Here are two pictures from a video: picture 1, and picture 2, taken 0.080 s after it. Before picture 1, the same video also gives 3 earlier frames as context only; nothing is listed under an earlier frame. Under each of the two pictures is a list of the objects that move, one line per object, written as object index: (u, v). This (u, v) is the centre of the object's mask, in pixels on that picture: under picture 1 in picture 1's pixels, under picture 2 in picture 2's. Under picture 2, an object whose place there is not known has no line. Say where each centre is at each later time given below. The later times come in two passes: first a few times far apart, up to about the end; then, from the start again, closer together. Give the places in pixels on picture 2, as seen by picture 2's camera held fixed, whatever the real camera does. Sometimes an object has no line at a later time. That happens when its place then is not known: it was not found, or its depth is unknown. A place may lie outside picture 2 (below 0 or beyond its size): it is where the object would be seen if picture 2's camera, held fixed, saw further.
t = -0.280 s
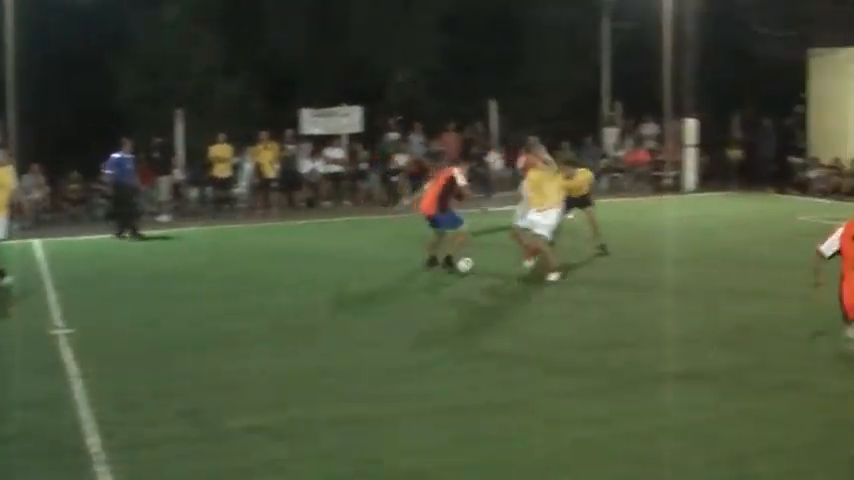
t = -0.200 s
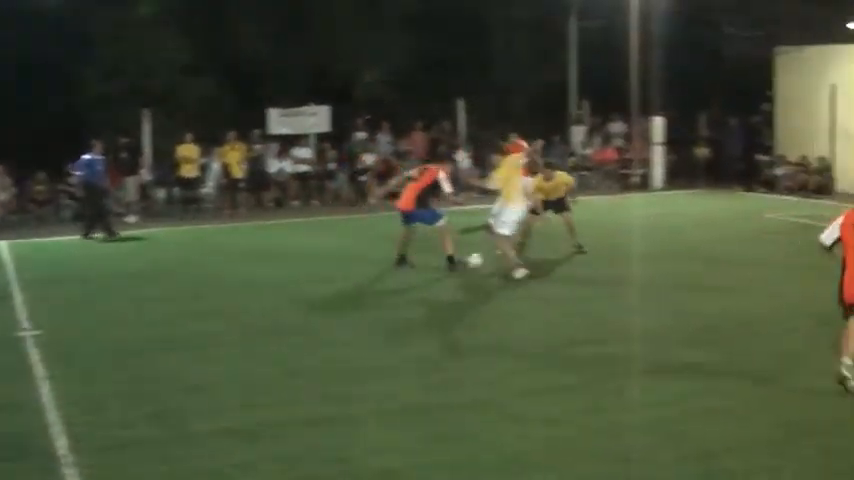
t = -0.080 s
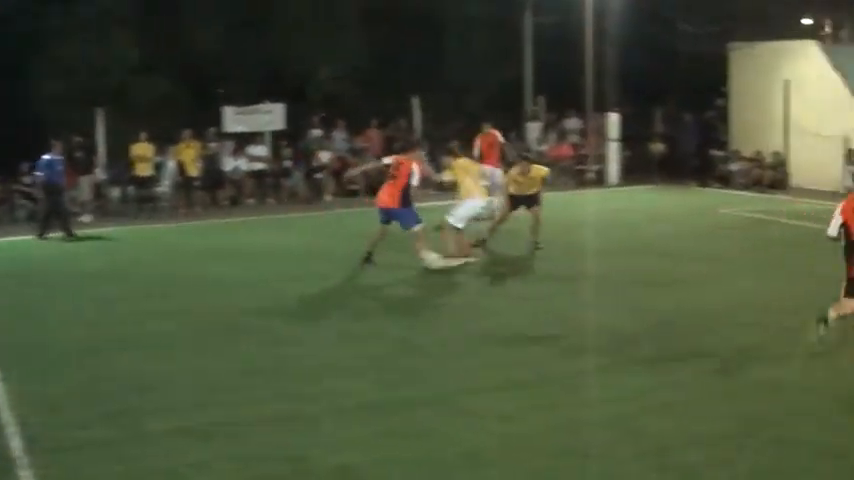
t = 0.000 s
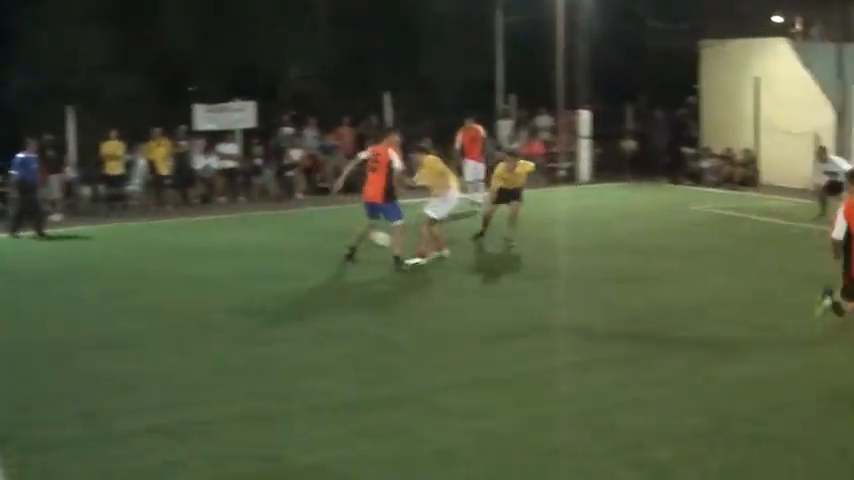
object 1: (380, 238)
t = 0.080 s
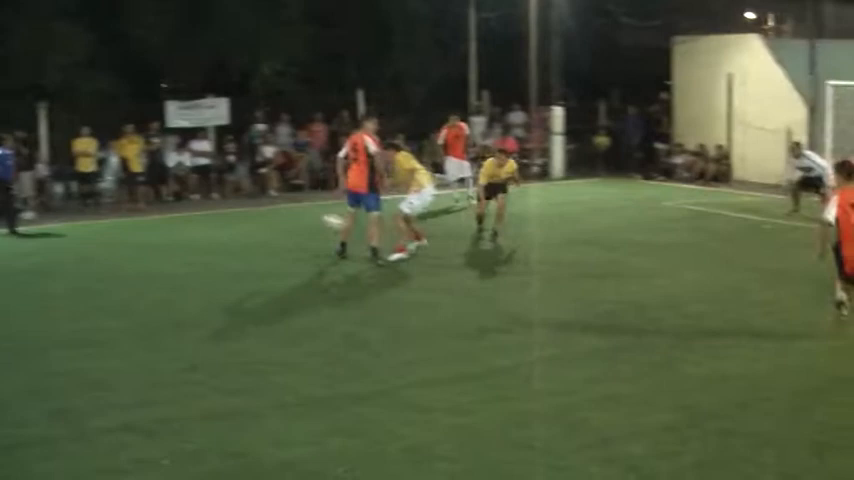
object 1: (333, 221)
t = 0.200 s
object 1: (303, 209)
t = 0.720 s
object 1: (180, 268)
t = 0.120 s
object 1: (323, 216)
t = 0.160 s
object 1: (313, 212)
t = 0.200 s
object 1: (303, 209)
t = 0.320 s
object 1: (271, 210)
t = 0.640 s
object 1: (196, 273)
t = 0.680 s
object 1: (188, 271)
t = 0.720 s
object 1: (180, 268)
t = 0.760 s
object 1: (173, 266)
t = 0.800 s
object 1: (166, 264)
